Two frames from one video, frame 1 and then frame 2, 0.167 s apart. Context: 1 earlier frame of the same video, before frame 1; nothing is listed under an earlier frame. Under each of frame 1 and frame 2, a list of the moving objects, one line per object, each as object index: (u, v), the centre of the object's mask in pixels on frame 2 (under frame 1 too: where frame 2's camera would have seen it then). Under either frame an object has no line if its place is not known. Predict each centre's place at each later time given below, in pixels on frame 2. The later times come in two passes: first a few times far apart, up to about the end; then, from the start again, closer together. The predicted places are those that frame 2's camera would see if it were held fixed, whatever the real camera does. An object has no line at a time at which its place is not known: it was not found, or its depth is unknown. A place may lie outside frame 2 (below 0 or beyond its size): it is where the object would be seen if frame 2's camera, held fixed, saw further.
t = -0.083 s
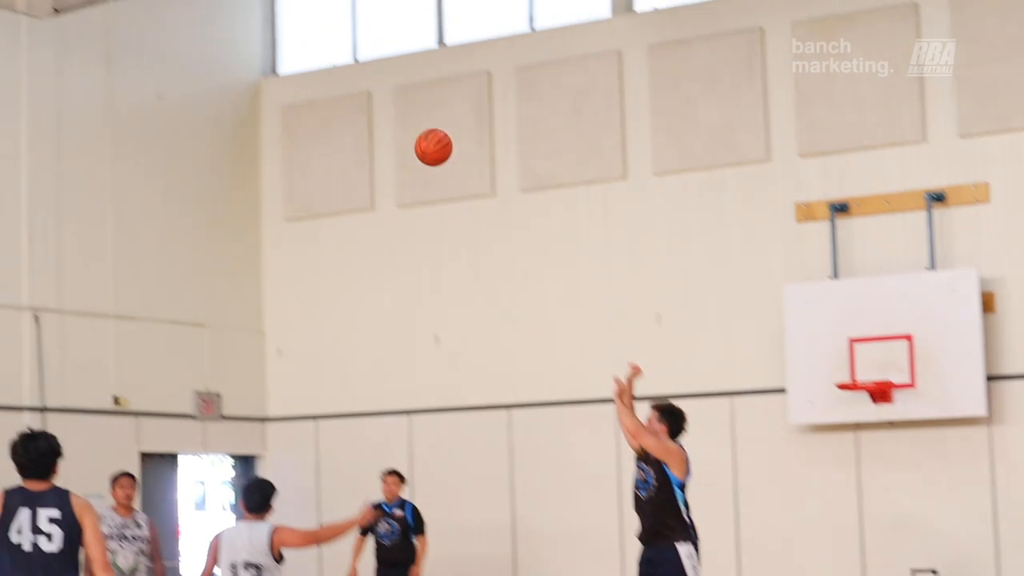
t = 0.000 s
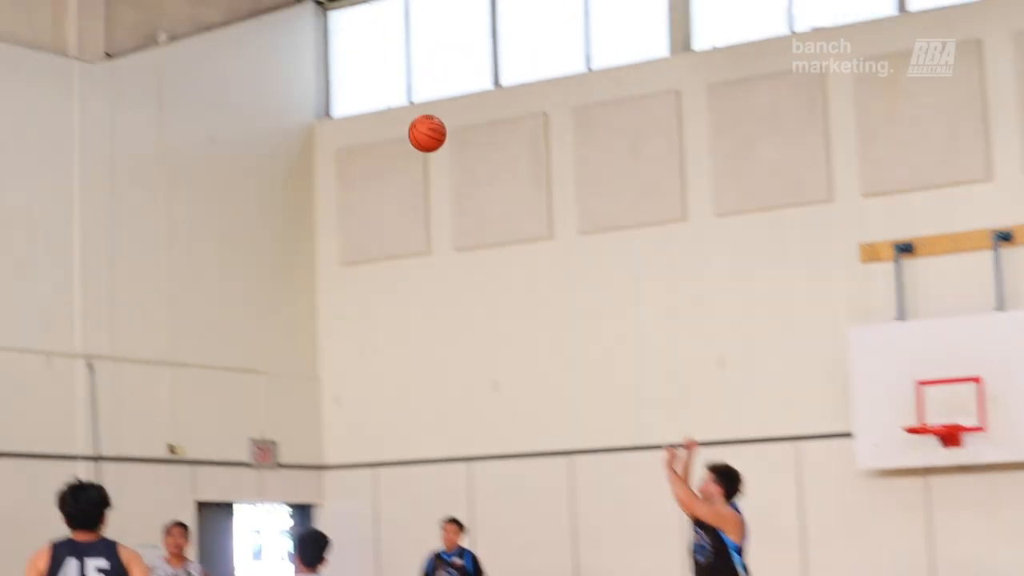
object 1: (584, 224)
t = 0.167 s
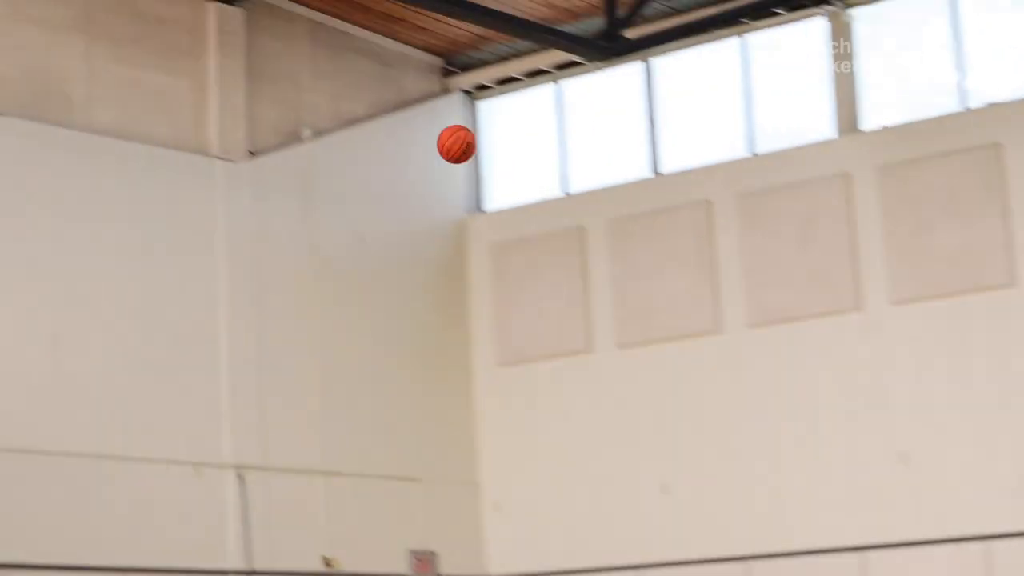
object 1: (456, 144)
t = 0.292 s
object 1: (351, 108)
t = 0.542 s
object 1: (187, 116)
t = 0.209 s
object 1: (410, 125)
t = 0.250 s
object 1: (381, 115)
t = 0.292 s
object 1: (351, 108)
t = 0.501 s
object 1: (214, 109)
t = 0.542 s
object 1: (187, 116)
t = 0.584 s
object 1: (161, 126)
